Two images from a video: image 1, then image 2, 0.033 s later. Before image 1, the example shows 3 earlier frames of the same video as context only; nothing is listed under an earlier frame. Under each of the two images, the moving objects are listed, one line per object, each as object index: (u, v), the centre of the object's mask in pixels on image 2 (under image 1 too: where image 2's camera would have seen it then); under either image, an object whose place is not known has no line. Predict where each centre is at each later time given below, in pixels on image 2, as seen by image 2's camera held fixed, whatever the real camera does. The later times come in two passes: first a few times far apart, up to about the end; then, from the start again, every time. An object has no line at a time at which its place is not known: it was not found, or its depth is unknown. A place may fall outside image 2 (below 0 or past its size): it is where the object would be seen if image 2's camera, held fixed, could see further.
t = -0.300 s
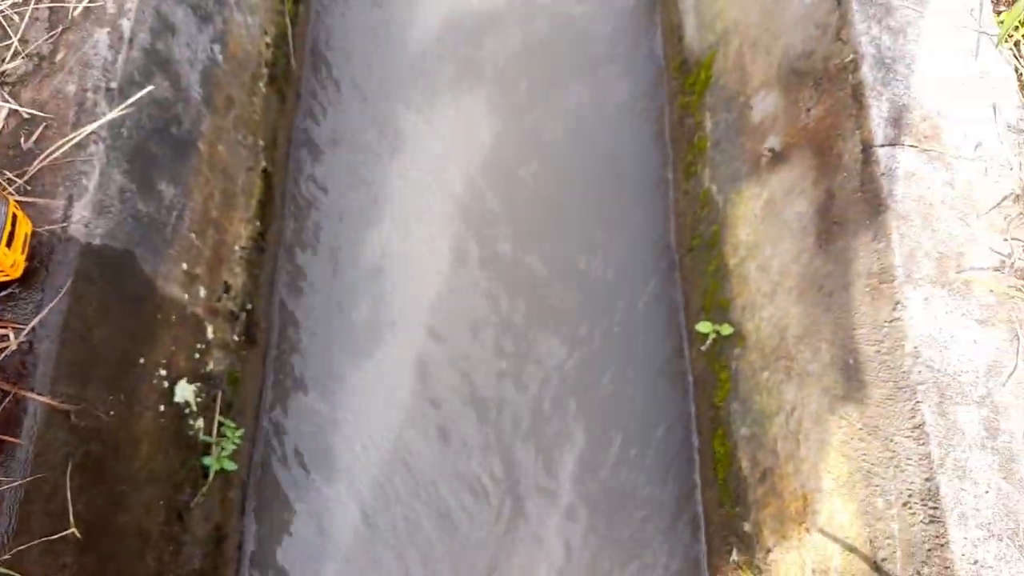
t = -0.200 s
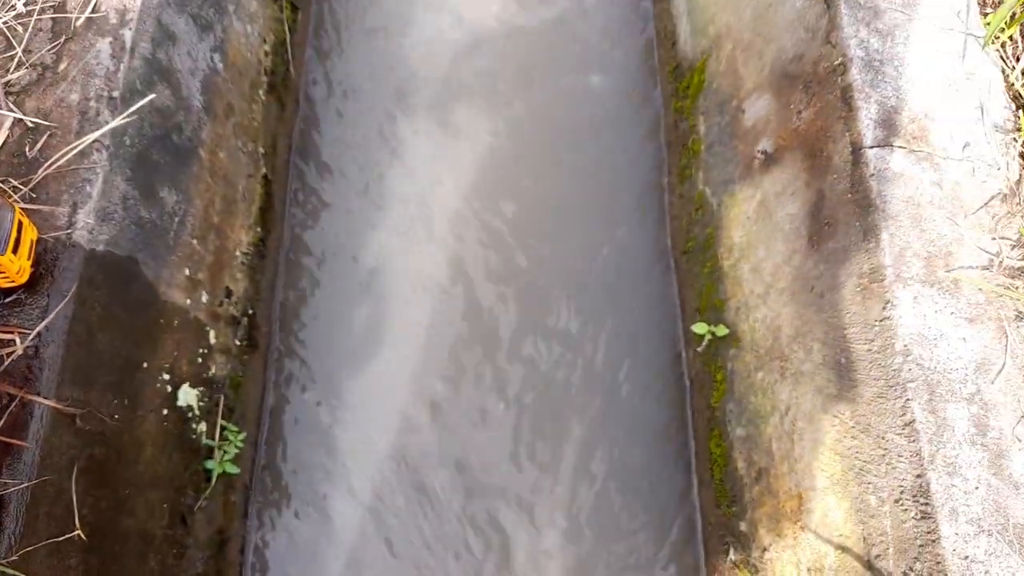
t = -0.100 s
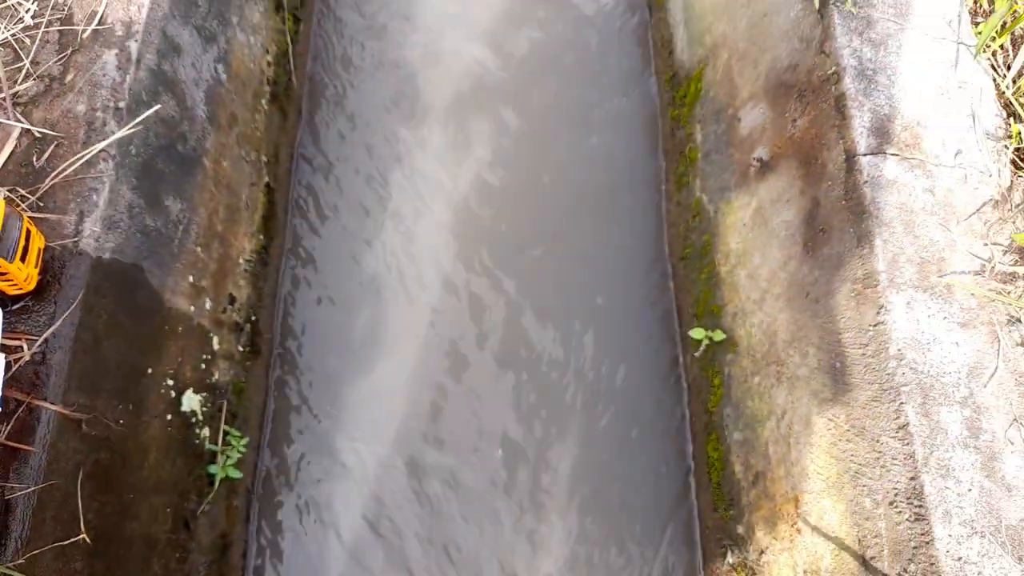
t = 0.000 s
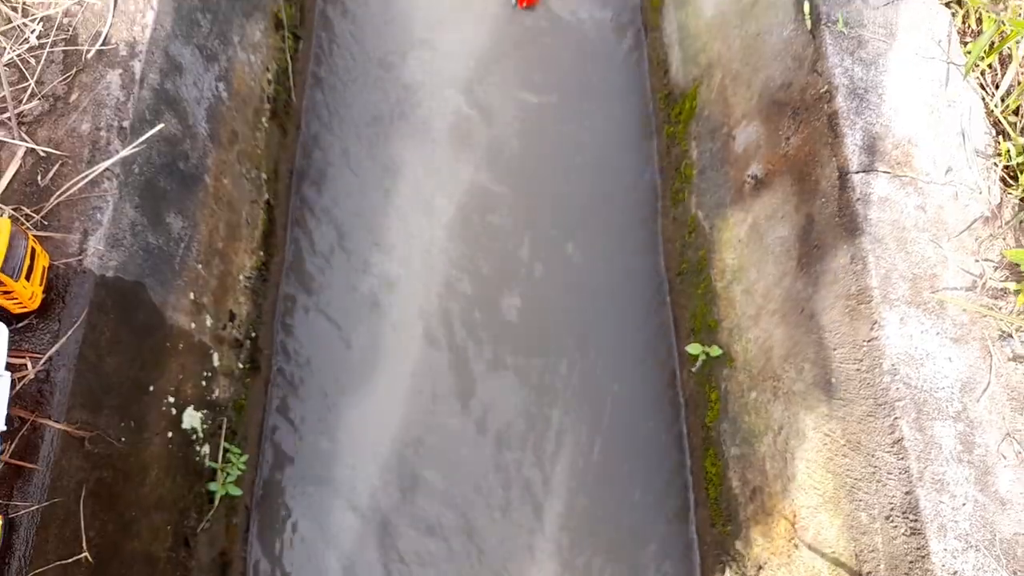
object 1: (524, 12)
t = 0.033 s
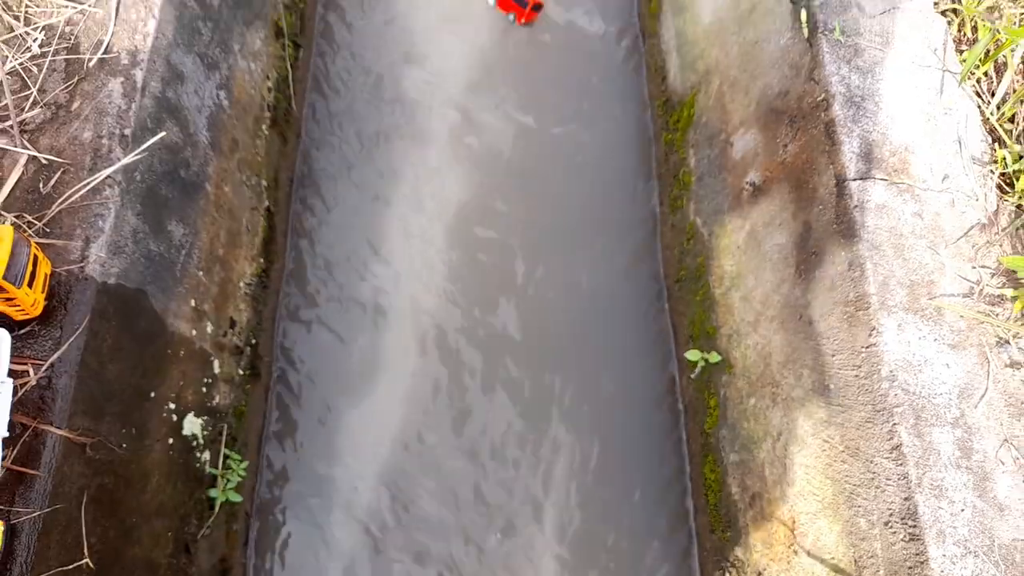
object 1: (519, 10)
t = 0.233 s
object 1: (512, 50)
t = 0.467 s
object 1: (511, 114)
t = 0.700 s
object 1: (512, 184)
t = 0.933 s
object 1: (513, 257)
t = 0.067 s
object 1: (513, 11)
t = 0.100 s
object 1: (511, 15)
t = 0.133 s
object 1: (511, 23)
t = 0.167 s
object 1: (512, 32)
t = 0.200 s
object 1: (512, 41)
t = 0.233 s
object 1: (512, 50)
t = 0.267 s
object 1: (512, 59)
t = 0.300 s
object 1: (512, 68)
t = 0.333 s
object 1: (512, 78)
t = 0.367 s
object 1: (511, 87)
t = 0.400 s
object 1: (511, 96)
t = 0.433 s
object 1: (511, 105)
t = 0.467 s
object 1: (511, 114)
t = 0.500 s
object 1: (511, 124)
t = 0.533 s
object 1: (511, 133)
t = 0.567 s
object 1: (511, 144)
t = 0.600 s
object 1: (511, 154)
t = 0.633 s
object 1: (512, 164)
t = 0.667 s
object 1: (512, 173)
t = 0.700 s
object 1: (512, 184)
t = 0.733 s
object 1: (512, 194)
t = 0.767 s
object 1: (512, 204)
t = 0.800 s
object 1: (513, 215)
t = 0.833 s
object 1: (513, 225)
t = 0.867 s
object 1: (513, 236)
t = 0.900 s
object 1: (513, 246)
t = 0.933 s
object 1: (513, 257)
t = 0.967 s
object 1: (513, 268)
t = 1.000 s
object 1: (514, 279)
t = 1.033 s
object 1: (514, 291)
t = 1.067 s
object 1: (514, 302)
